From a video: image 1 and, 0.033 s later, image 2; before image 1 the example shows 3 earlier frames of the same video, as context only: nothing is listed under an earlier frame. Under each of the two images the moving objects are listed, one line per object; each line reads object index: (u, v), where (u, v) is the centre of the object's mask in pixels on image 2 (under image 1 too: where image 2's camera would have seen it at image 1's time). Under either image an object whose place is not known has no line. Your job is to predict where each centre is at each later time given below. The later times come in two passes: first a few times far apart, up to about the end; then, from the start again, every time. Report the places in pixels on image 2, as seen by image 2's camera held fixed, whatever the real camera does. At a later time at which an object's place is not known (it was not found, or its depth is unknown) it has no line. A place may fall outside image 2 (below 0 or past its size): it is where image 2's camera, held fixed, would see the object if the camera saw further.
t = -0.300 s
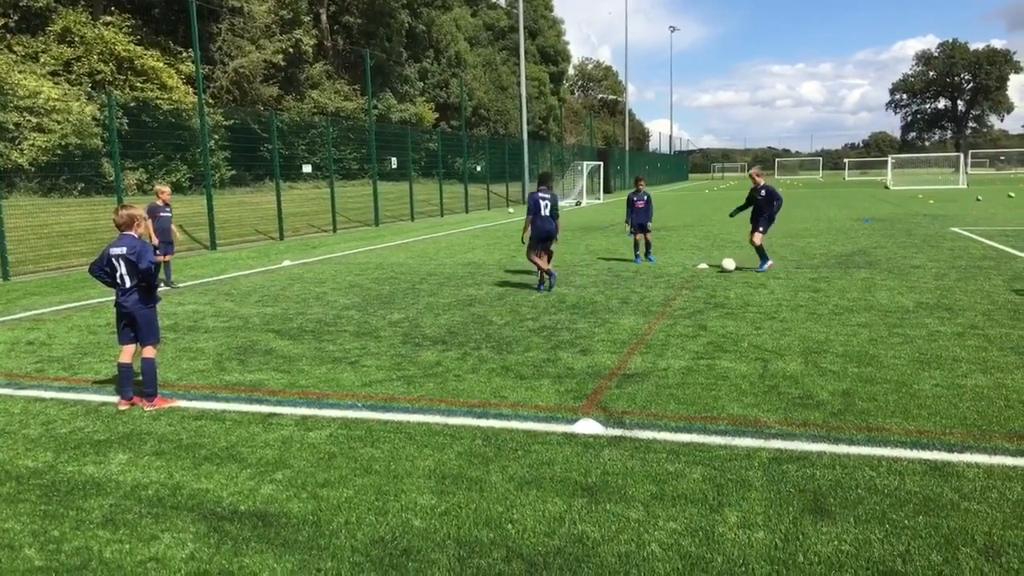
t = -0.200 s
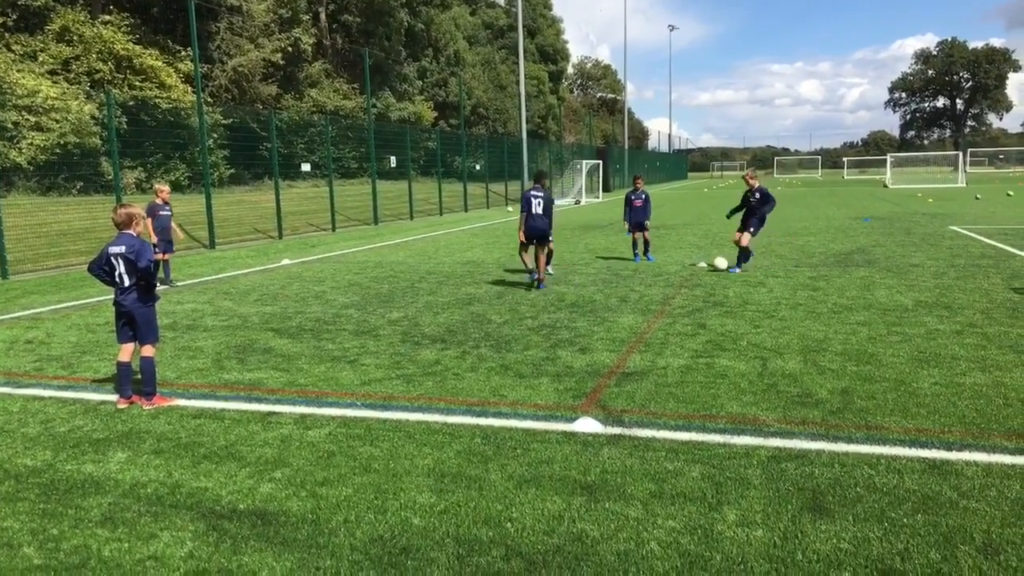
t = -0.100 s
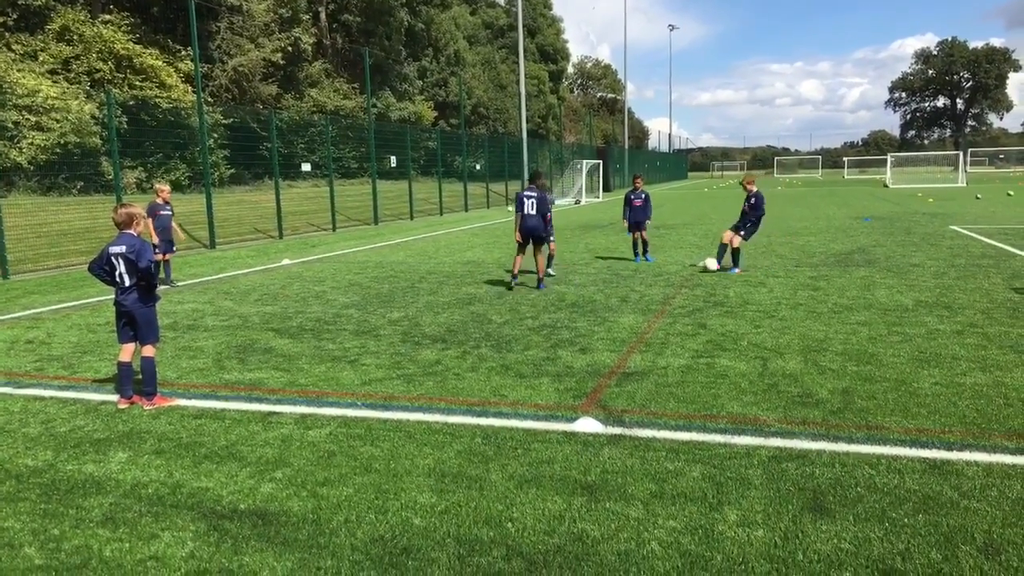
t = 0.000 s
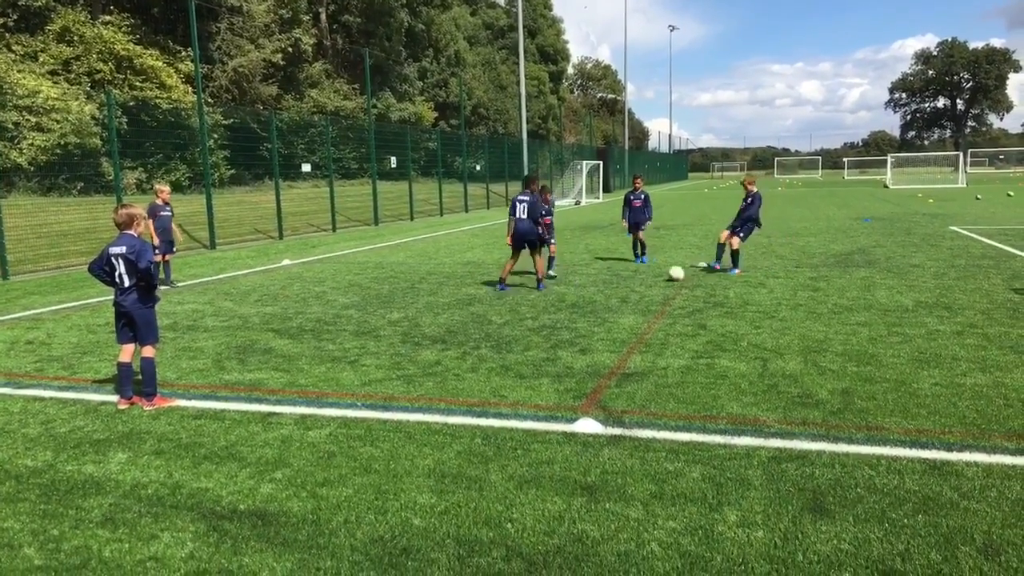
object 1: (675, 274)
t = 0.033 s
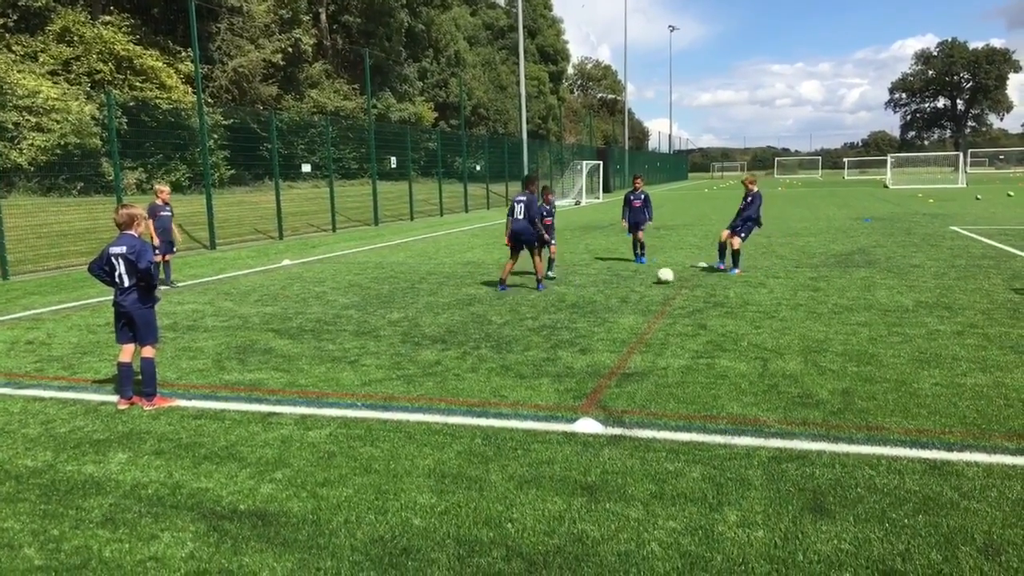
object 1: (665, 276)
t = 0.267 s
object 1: (582, 294)
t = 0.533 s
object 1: (485, 315)
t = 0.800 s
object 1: (382, 337)
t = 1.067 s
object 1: (261, 362)
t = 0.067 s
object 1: (653, 278)
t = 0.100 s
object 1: (642, 281)
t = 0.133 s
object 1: (629, 284)
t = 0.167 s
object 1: (618, 286)
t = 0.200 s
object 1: (606, 289)
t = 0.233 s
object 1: (594, 291)
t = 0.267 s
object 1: (582, 294)
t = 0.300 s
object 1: (570, 297)
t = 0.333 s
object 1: (558, 299)
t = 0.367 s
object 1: (546, 302)
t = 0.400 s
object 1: (535, 304)
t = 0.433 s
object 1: (522, 307)
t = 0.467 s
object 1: (510, 309)
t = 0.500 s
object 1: (497, 312)
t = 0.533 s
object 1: (485, 315)
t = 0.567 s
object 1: (472, 317)
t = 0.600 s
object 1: (460, 320)
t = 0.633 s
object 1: (447, 323)
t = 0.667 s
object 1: (434, 326)
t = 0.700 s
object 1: (422, 328)
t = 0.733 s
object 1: (410, 330)
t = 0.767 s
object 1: (396, 332)
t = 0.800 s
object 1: (382, 337)
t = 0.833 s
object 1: (369, 341)
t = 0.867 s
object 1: (355, 342)
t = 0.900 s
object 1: (341, 343)
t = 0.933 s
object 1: (325, 347)
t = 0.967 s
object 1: (310, 351)
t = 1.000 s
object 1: (294, 357)
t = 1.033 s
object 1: (278, 359)
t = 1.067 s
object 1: (261, 362)
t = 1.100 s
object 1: (244, 366)
